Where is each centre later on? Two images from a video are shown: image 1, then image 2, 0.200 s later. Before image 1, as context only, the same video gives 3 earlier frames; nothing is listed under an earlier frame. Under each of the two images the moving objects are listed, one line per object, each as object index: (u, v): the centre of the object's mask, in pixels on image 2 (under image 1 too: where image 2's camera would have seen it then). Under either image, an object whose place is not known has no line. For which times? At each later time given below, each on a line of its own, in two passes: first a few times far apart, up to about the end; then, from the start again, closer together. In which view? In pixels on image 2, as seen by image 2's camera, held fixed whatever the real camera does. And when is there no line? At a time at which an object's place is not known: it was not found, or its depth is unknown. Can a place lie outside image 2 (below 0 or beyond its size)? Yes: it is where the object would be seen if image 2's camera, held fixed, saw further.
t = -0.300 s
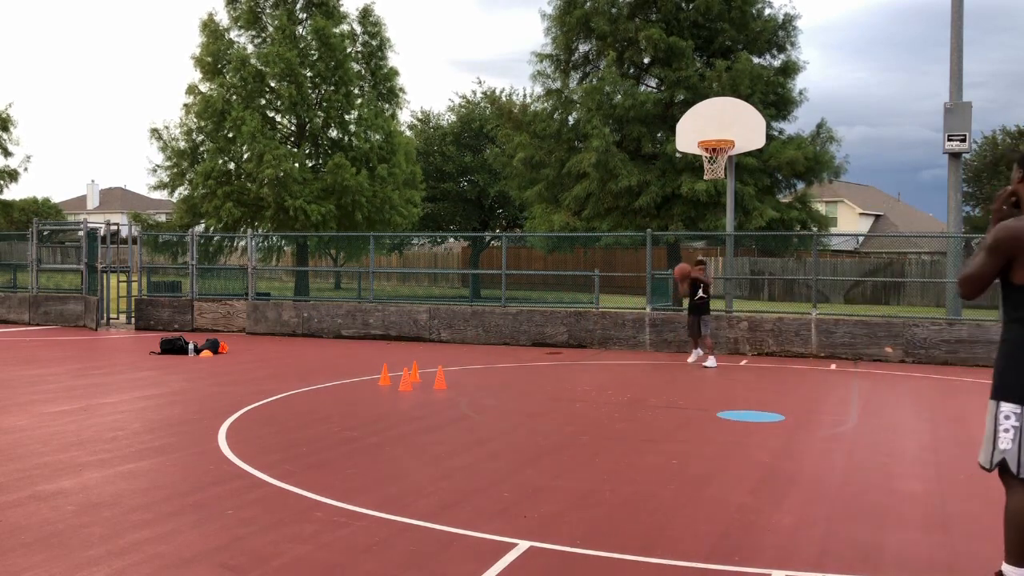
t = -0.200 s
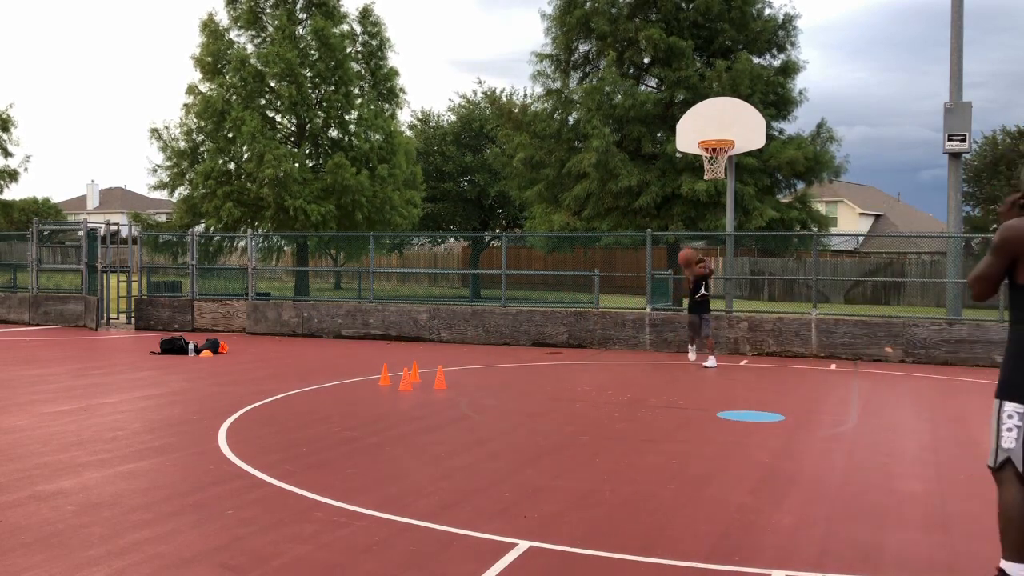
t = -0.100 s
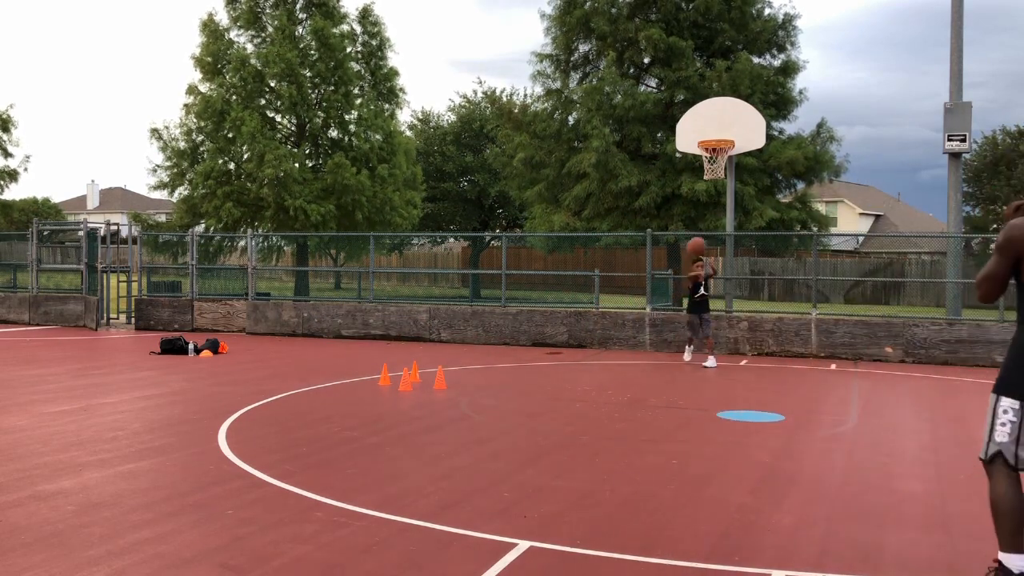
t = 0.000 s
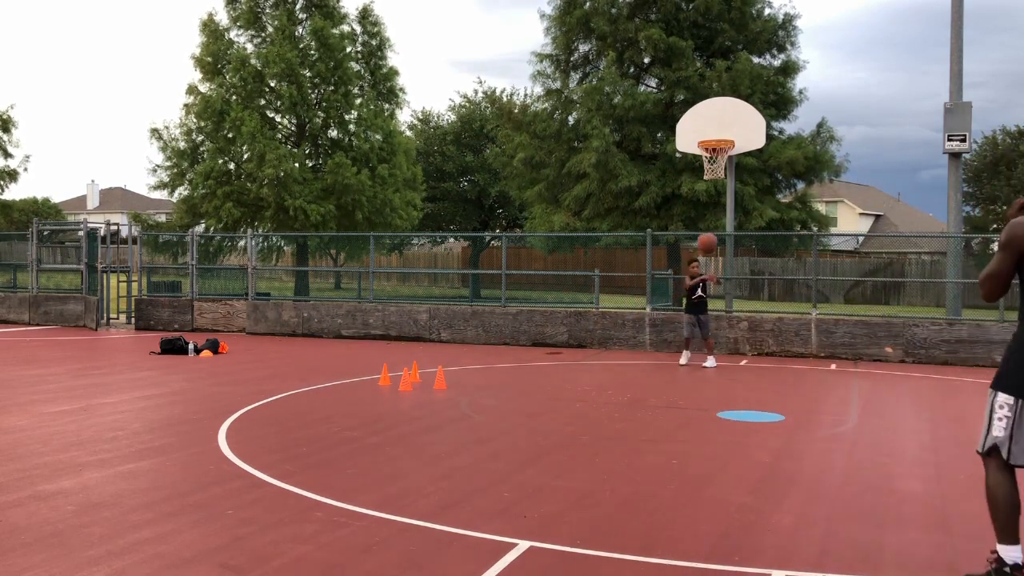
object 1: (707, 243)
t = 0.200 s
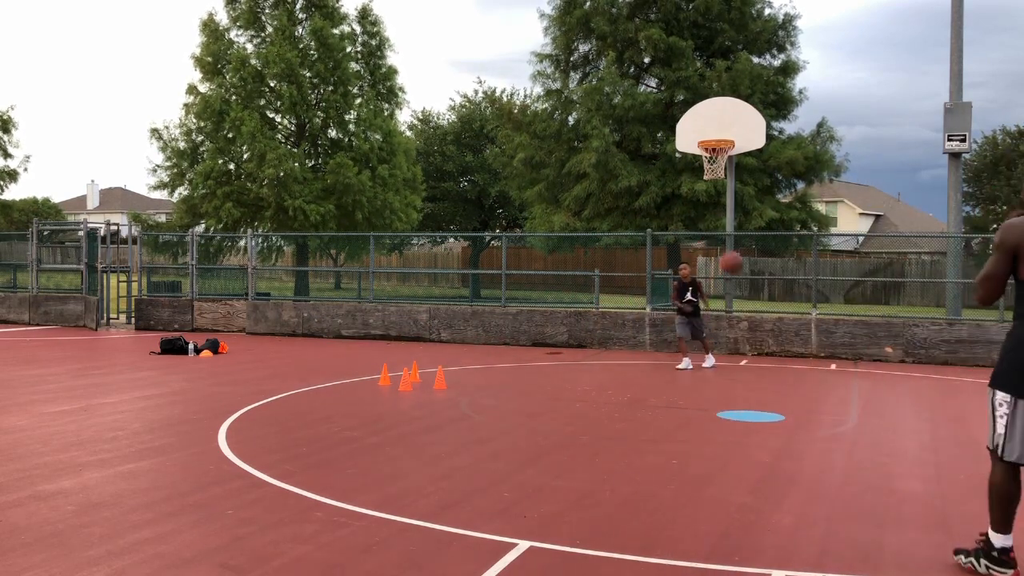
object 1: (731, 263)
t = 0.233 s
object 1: (735, 269)
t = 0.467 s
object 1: (772, 365)
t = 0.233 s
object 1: (735, 269)
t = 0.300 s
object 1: (745, 288)
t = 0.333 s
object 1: (750, 300)
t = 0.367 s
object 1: (755, 314)
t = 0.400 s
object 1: (760, 328)
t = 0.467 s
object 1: (772, 365)
